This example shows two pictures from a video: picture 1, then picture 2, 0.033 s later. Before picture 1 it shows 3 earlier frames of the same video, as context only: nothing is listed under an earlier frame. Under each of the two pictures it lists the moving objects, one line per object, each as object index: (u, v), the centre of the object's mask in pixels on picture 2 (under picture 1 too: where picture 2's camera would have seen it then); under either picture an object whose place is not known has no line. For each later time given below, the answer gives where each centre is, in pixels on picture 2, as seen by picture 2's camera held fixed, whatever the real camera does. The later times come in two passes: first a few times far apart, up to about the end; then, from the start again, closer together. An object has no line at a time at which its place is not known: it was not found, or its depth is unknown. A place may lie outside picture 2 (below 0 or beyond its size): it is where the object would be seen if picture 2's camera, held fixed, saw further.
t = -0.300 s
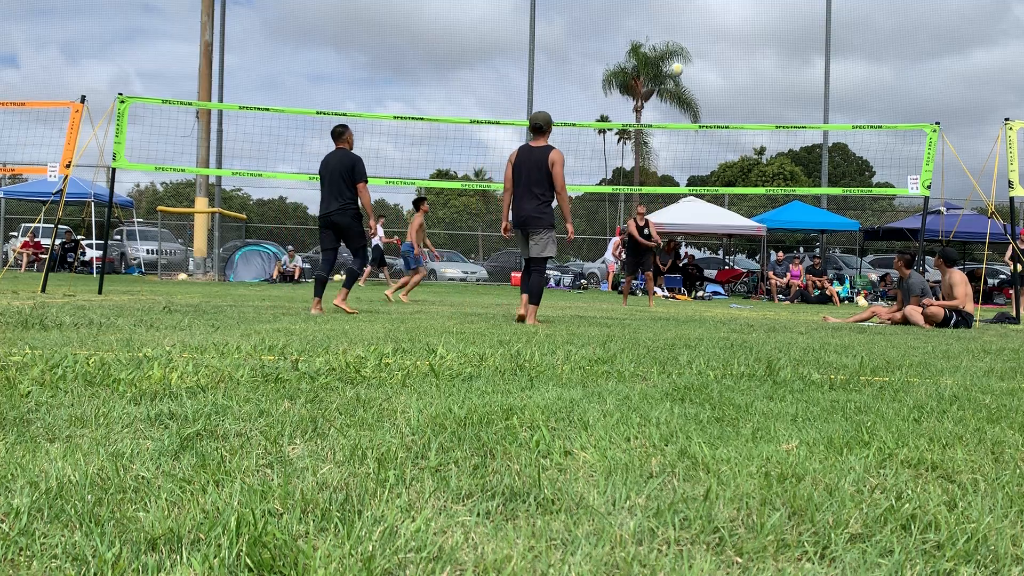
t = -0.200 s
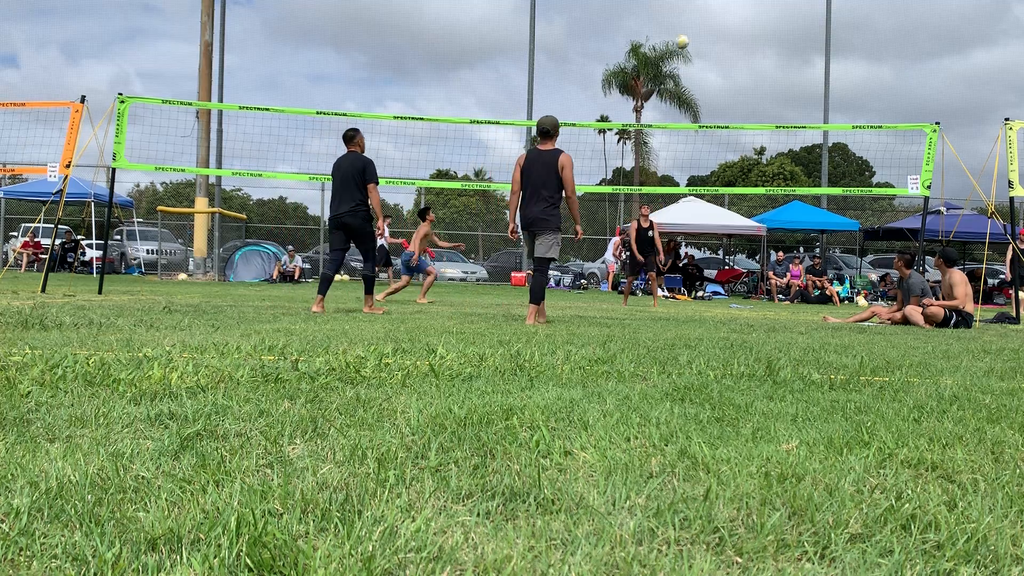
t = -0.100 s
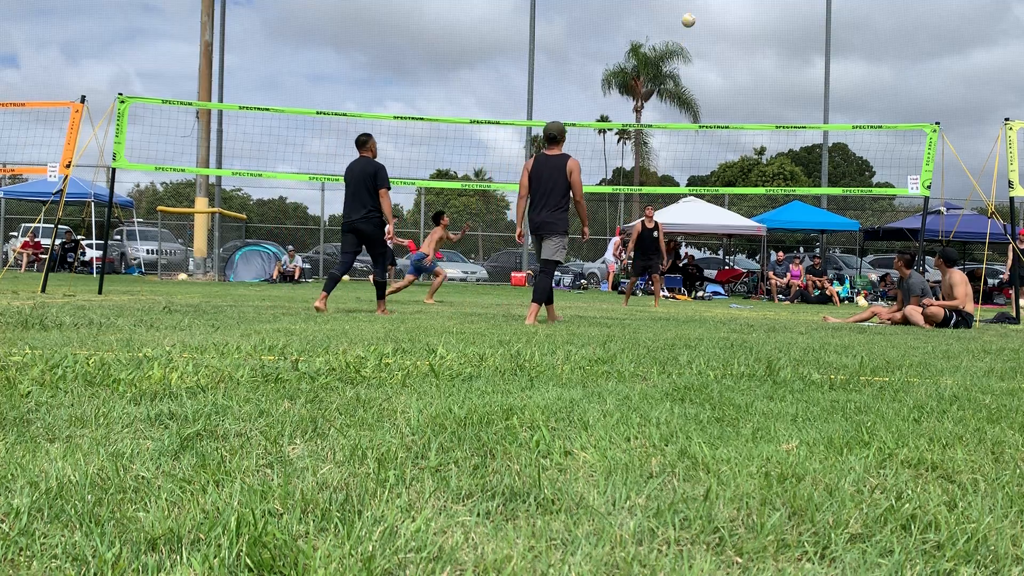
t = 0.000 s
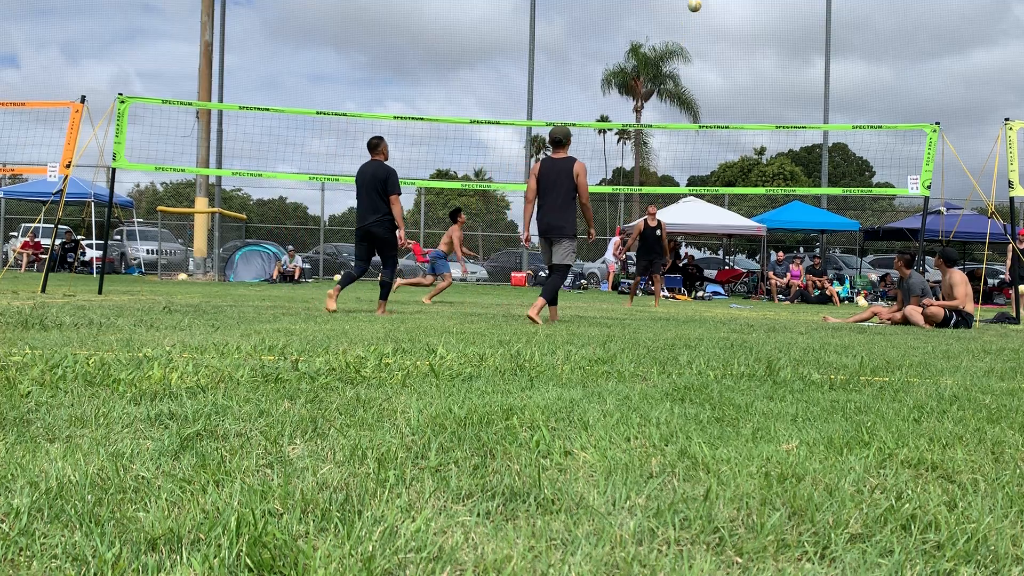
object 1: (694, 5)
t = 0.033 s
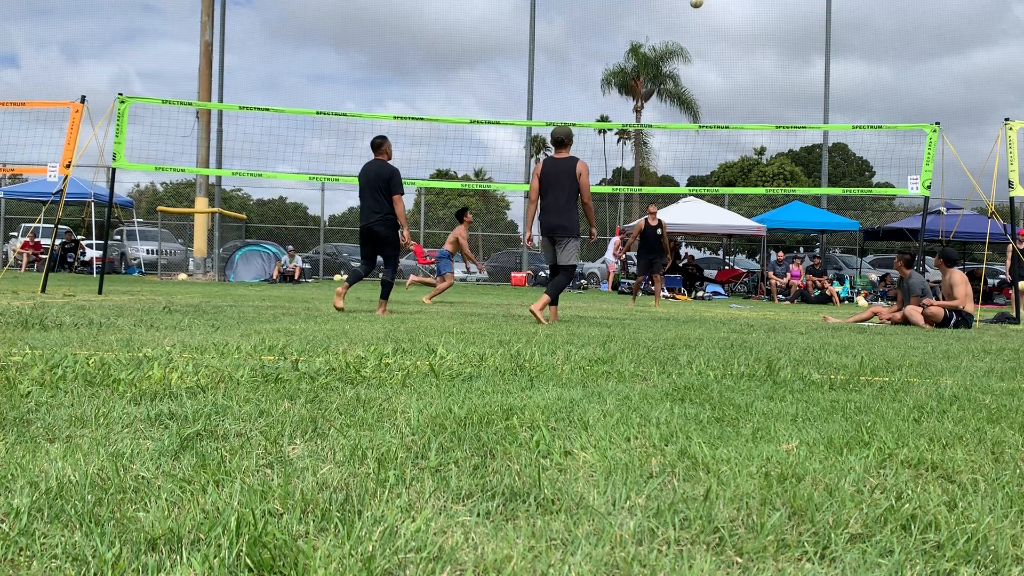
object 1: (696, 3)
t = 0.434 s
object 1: (718, 9)
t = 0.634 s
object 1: (728, 51)
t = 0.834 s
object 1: (737, 117)
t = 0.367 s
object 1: (714, 3)
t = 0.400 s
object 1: (716, 5)
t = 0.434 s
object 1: (718, 9)
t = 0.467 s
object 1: (720, 14)
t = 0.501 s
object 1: (722, 20)
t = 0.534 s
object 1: (723, 27)
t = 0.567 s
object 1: (725, 34)
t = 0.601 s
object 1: (727, 42)
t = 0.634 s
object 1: (728, 51)
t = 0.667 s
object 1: (730, 60)
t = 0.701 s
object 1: (731, 71)
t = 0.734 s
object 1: (733, 81)
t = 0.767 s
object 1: (734, 93)
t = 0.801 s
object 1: (736, 105)
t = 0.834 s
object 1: (737, 117)
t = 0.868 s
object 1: (738, 133)
